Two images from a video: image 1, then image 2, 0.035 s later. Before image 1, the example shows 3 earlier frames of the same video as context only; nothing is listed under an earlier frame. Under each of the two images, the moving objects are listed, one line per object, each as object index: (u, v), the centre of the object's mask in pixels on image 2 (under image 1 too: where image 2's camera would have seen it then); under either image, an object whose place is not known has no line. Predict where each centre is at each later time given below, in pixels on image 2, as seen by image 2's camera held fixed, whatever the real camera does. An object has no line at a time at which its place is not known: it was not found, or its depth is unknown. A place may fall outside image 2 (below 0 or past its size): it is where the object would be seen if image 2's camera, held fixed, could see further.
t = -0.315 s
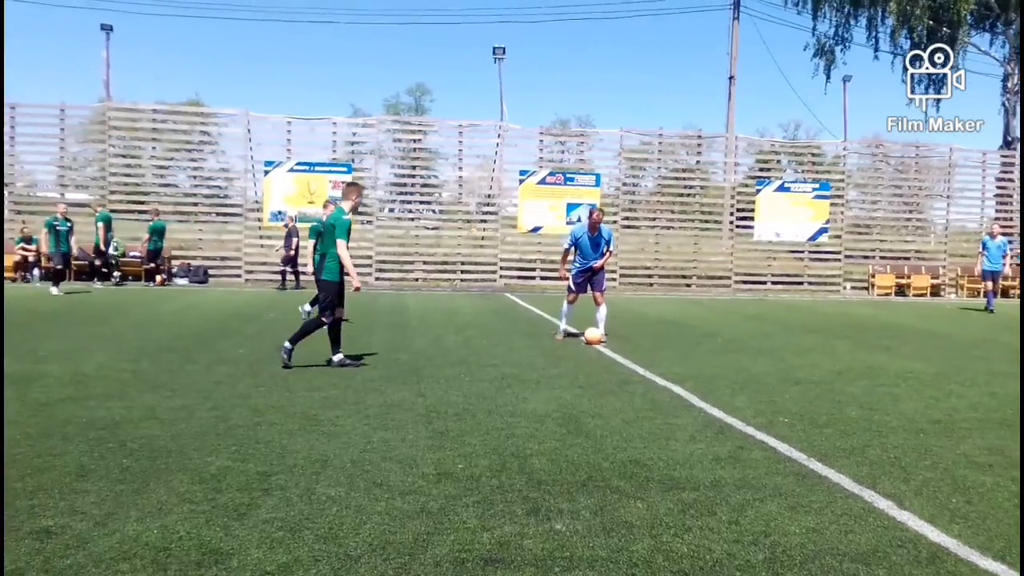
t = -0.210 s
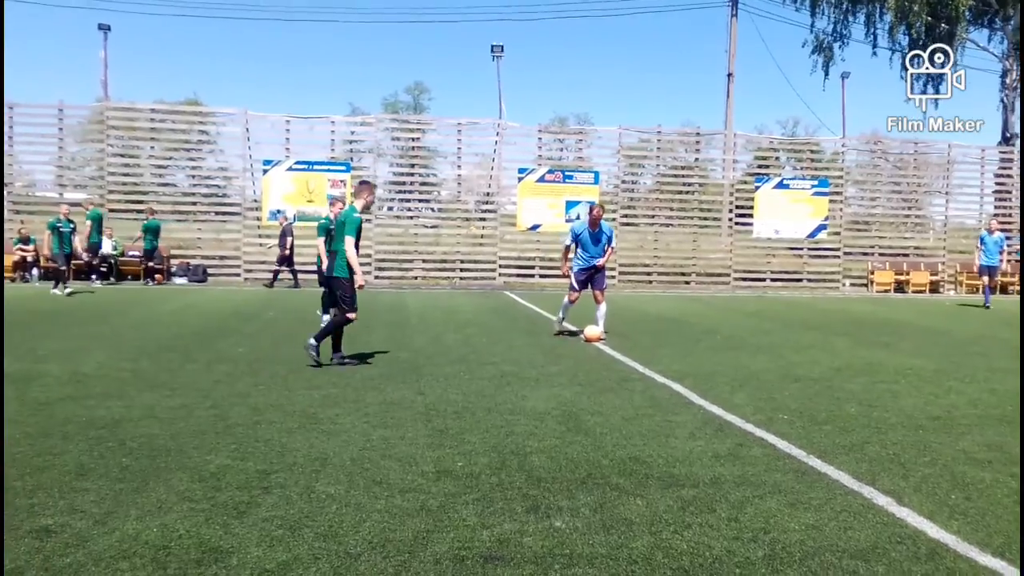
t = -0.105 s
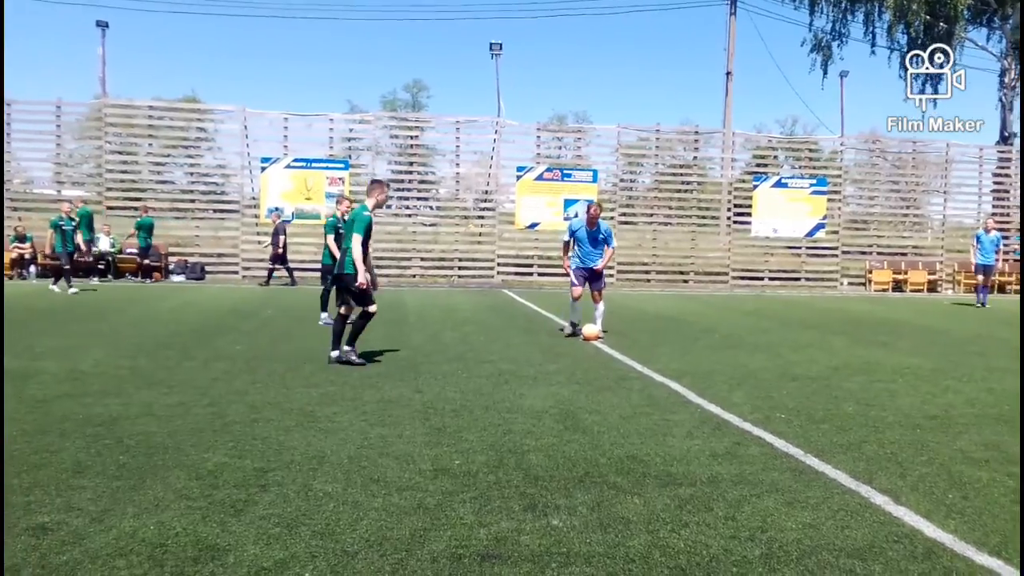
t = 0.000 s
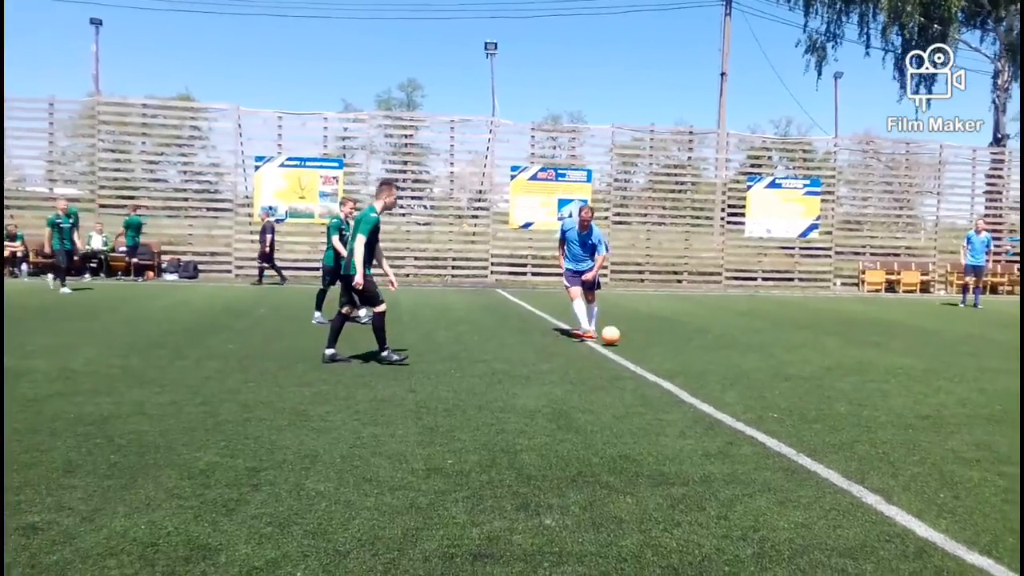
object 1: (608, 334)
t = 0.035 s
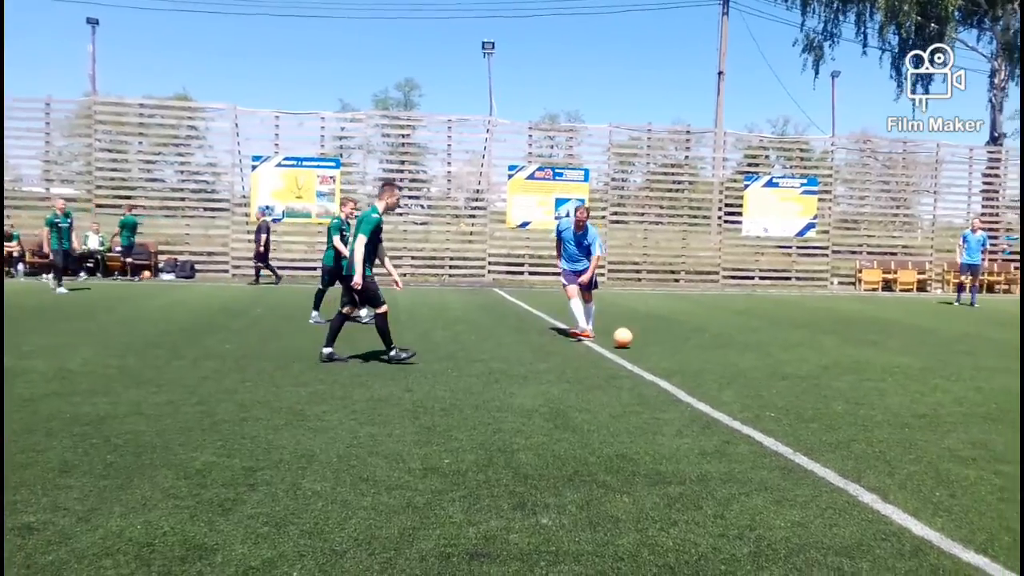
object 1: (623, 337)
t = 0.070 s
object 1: (638, 341)
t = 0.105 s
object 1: (654, 345)
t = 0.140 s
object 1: (669, 347)
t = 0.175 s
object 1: (685, 350)
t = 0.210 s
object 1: (702, 354)
